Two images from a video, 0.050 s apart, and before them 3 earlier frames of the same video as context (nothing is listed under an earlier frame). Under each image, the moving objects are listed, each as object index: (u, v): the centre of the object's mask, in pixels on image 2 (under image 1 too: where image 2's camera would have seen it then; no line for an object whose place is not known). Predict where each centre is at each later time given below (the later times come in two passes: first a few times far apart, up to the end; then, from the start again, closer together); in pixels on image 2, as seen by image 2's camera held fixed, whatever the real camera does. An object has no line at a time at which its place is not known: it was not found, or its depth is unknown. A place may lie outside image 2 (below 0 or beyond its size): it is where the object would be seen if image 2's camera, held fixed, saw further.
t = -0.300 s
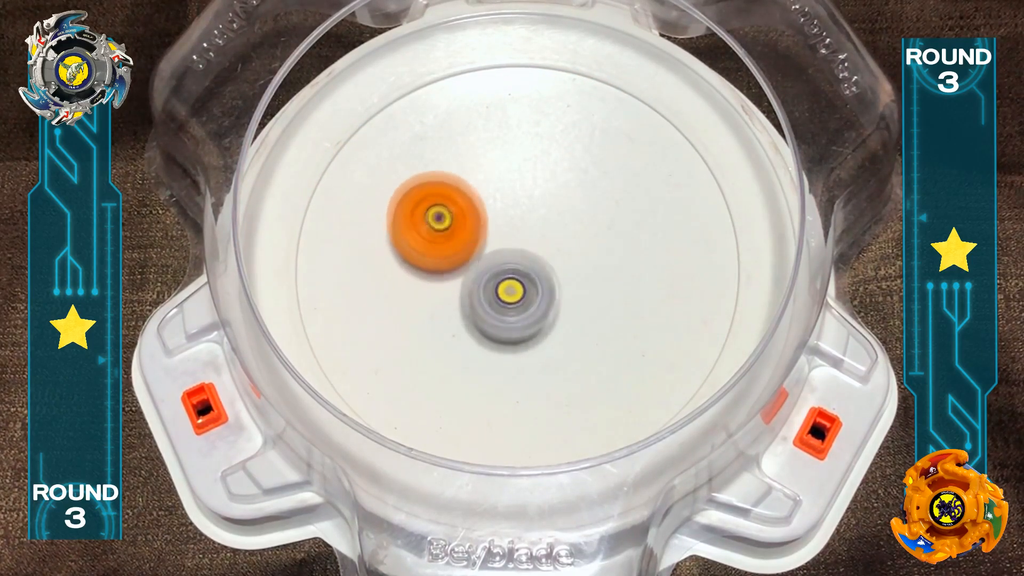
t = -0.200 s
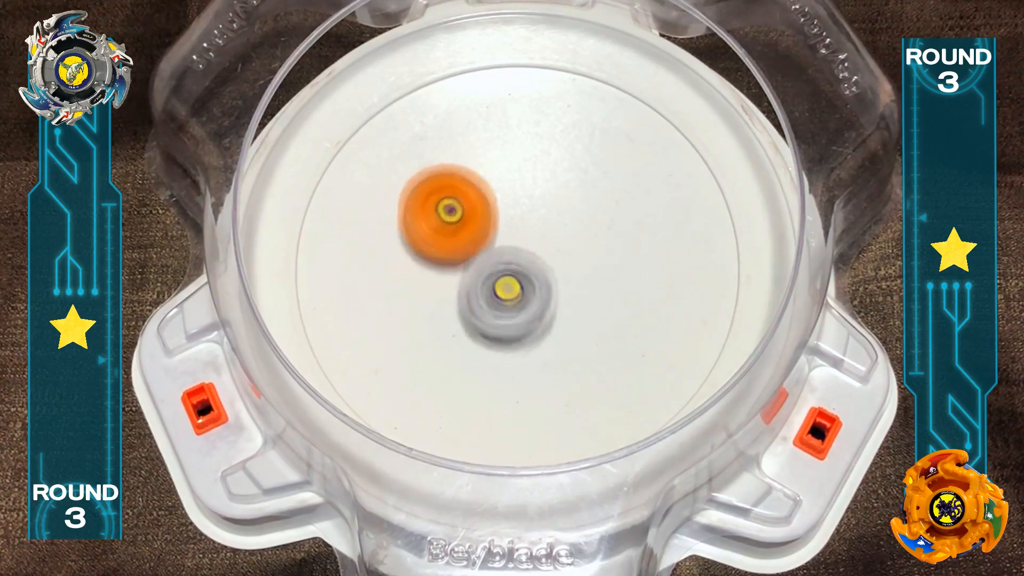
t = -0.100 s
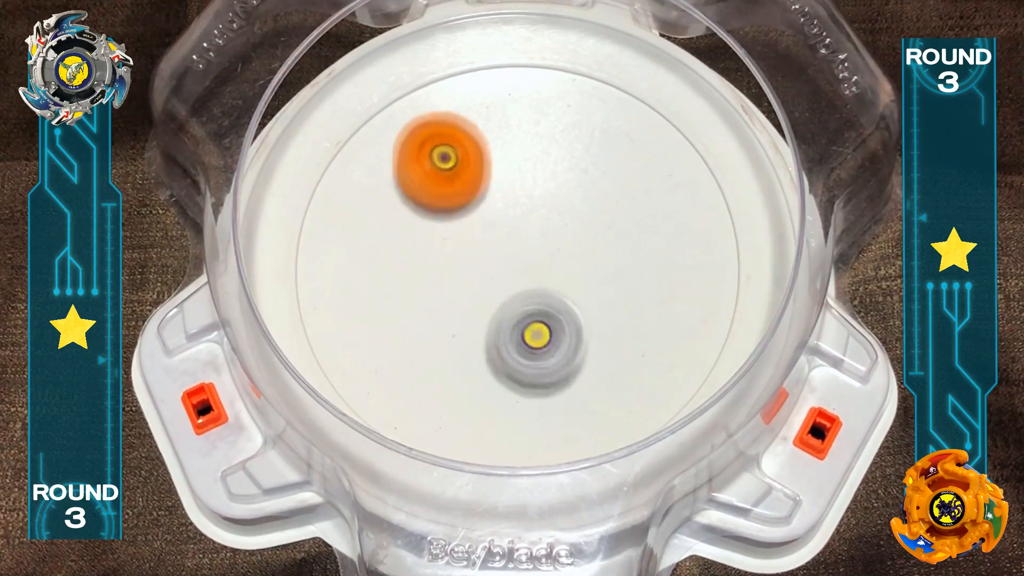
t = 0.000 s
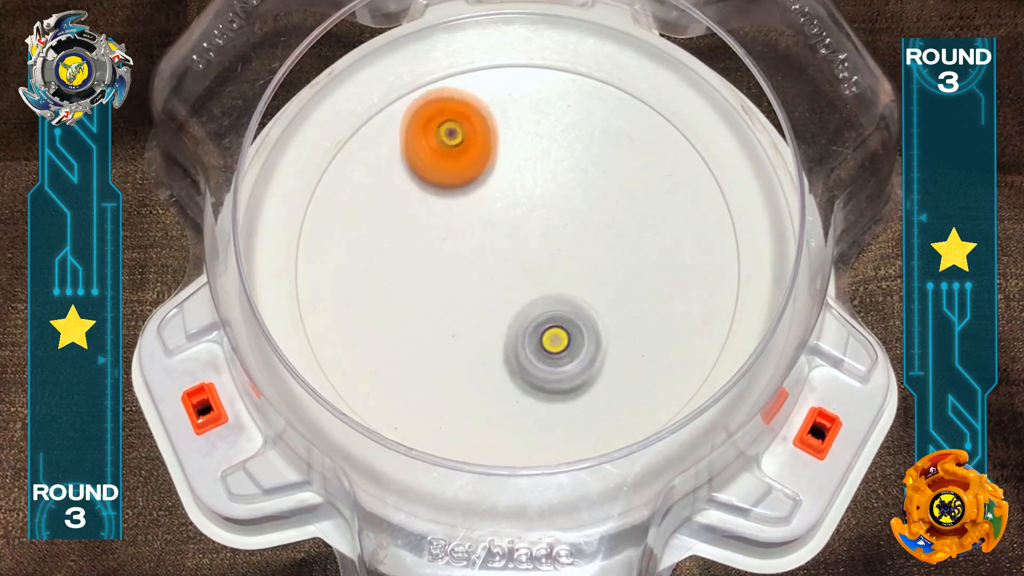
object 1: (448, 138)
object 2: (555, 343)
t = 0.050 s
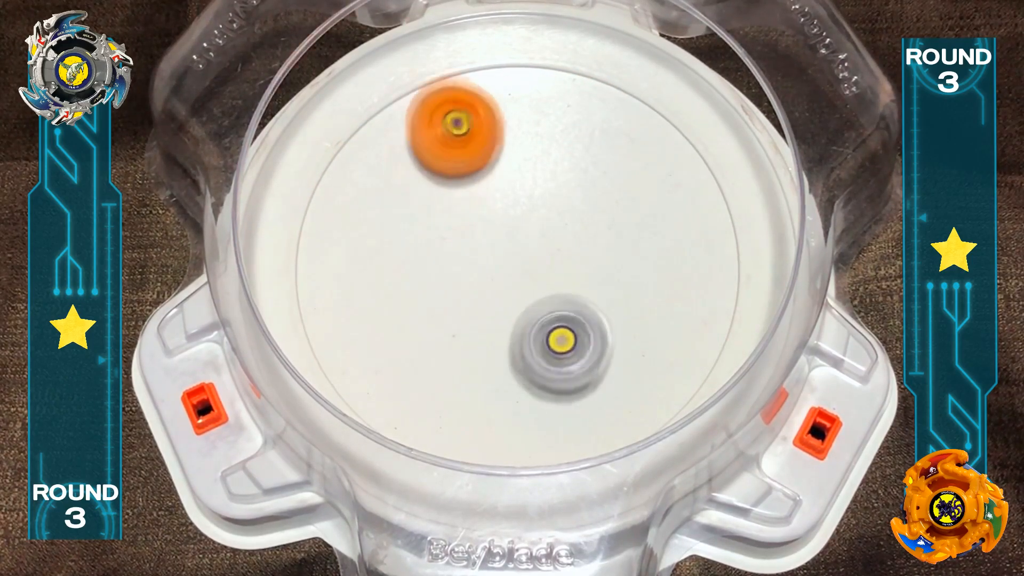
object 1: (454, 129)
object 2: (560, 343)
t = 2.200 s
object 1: (531, 360)
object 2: (539, 254)
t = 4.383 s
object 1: (638, 263)
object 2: (521, 278)
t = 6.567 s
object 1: (524, 115)
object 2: (406, 219)
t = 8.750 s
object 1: (511, 162)
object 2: (543, 285)
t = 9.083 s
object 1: (620, 247)
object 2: (449, 263)
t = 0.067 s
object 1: (457, 125)
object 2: (562, 343)
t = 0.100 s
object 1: (461, 118)
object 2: (565, 342)
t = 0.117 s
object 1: (464, 115)
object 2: (567, 341)
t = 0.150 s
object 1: (468, 109)
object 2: (570, 339)
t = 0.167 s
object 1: (471, 107)
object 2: (571, 337)
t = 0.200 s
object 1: (476, 102)
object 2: (574, 335)
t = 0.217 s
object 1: (479, 100)
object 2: (574, 333)
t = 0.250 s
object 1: (484, 96)
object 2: (576, 331)
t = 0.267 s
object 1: (487, 95)
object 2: (576, 329)
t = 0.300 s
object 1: (492, 92)
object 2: (577, 325)
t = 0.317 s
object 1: (495, 91)
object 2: (578, 323)
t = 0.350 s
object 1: (500, 89)
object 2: (578, 319)
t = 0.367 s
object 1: (503, 89)
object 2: (578, 316)
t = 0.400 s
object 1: (507, 89)
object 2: (577, 312)
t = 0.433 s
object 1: (512, 91)
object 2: (576, 307)
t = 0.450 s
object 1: (514, 92)
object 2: (576, 305)
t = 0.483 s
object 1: (519, 94)
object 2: (574, 300)
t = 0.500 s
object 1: (522, 95)
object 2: (573, 297)
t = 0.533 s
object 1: (527, 99)
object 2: (571, 291)
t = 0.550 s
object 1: (531, 100)
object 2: (570, 288)
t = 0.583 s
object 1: (536, 105)
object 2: (567, 282)
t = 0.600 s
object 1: (540, 107)
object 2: (566, 280)
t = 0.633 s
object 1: (545, 114)
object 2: (563, 274)
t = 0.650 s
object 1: (548, 116)
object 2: (562, 271)
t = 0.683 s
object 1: (553, 122)
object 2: (558, 266)
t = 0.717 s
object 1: (559, 129)
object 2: (555, 261)
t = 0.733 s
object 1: (561, 133)
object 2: (553, 258)
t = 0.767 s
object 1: (565, 141)
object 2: (550, 253)
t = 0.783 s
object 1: (568, 145)
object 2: (547, 250)
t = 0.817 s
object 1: (572, 154)
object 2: (544, 246)
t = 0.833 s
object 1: (575, 156)
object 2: (540, 245)
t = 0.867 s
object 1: (583, 156)
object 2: (533, 251)
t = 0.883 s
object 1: (585, 156)
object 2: (530, 254)
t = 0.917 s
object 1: (589, 160)
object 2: (525, 256)
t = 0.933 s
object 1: (590, 163)
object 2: (523, 256)
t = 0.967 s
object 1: (593, 169)
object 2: (520, 256)
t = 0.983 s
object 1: (594, 172)
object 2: (518, 256)
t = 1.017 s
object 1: (597, 180)
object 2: (515, 256)
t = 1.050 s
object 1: (600, 187)
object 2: (512, 256)
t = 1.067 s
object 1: (601, 190)
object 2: (511, 255)
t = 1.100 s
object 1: (604, 198)
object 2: (509, 255)
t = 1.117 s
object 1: (606, 202)
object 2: (507, 255)
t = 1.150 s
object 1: (608, 210)
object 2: (505, 255)
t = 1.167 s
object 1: (609, 214)
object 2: (503, 255)
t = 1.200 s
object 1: (611, 223)
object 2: (502, 255)
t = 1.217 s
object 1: (612, 227)
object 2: (501, 254)
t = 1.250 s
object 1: (613, 236)
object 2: (499, 254)
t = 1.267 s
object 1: (613, 240)
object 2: (498, 254)
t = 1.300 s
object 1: (614, 249)
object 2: (496, 254)
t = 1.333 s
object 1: (615, 257)
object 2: (495, 254)
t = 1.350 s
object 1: (616, 262)
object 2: (495, 254)
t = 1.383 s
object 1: (616, 270)
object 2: (494, 254)
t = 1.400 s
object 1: (616, 274)
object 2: (493, 254)
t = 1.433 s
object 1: (616, 282)
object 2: (492, 254)
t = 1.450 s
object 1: (616, 286)
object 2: (492, 254)
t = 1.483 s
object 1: (614, 294)
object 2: (492, 254)
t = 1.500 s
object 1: (614, 297)
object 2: (492, 254)
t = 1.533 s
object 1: (612, 305)
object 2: (493, 254)
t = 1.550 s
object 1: (611, 308)
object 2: (494, 254)
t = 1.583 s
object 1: (609, 316)
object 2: (495, 254)
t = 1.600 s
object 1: (607, 319)
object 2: (496, 254)
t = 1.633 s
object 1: (604, 325)
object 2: (497, 255)
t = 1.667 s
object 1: (601, 331)
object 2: (499, 255)
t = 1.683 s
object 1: (600, 334)
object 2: (501, 255)
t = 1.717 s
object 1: (597, 339)
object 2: (503, 255)
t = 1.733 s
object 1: (595, 341)
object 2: (504, 255)
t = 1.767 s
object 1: (592, 346)
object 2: (506, 255)
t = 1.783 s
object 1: (590, 347)
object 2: (508, 256)
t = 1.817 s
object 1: (586, 351)
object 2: (510, 256)
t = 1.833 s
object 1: (585, 353)
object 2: (511, 256)
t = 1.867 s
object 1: (580, 356)
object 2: (514, 256)
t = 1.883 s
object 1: (578, 357)
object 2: (515, 257)
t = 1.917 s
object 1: (574, 359)
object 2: (518, 257)
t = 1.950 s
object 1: (569, 360)
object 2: (521, 258)
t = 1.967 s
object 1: (567, 361)
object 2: (522, 258)
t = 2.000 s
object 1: (563, 362)
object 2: (525, 258)
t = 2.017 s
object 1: (560, 362)
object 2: (526, 259)
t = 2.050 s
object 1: (555, 362)
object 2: (529, 259)
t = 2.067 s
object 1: (553, 361)
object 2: (530, 259)
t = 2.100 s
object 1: (547, 360)
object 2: (532, 260)
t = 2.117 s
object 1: (544, 360)
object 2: (534, 261)
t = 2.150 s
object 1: (539, 360)
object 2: (536, 260)
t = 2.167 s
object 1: (536, 361)
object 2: (537, 257)
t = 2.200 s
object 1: (531, 360)
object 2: (539, 254)
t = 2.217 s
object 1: (528, 359)
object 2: (540, 254)
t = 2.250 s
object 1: (521, 357)
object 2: (541, 253)
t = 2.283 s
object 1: (515, 355)
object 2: (543, 252)
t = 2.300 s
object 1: (511, 353)
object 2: (543, 251)
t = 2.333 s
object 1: (505, 350)
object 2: (544, 251)
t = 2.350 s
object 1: (502, 347)
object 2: (545, 251)
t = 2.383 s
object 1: (495, 344)
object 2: (546, 251)
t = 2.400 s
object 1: (492, 341)
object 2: (546, 251)
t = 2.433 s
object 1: (485, 336)
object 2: (547, 250)
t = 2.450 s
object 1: (482, 334)
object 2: (548, 251)
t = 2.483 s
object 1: (475, 328)
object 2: (548, 250)
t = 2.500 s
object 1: (472, 325)
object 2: (549, 251)
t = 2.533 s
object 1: (466, 318)
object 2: (549, 251)
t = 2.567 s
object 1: (460, 312)
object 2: (549, 252)
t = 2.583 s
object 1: (457, 308)
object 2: (550, 252)
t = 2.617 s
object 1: (451, 301)
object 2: (550, 253)
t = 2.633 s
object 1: (448, 298)
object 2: (549, 254)
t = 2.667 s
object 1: (443, 291)
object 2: (549, 254)
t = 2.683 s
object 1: (441, 288)
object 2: (549, 255)
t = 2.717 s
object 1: (436, 281)
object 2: (549, 256)
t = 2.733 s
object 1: (434, 278)
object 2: (549, 256)
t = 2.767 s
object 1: (430, 272)
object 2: (548, 257)
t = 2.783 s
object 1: (428, 269)
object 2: (547, 258)
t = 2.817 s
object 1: (426, 263)
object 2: (546, 259)
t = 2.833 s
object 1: (425, 260)
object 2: (546, 259)
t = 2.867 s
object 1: (423, 255)
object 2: (545, 260)
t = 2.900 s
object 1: (421, 249)
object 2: (543, 261)
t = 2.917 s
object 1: (421, 247)
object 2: (543, 262)
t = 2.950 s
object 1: (420, 242)
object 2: (540, 263)
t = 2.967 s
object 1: (420, 239)
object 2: (541, 263)
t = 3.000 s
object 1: (420, 235)
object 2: (539, 264)
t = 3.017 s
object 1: (420, 233)
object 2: (538, 265)
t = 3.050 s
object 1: (421, 229)
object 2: (537, 265)
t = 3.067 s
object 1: (422, 227)
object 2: (536, 266)
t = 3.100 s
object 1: (423, 223)
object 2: (534, 267)
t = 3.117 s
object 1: (424, 221)
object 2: (533, 267)
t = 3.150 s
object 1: (426, 218)
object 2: (532, 268)
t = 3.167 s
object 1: (428, 217)
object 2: (530, 268)
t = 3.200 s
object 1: (431, 214)
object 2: (529, 269)
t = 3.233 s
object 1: (435, 212)
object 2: (527, 270)
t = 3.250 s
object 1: (436, 211)
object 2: (526, 270)
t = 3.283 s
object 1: (441, 208)
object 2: (525, 270)
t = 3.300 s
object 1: (444, 208)
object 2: (524, 271)
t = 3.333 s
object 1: (449, 206)
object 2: (523, 271)
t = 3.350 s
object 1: (451, 206)
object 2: (523, 272)
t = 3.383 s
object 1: (455, 200)
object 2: (526, 279)
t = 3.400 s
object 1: (458, 199)
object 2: (529, 282)
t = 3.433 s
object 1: (465, 198)
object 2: (532, 286)
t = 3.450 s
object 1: (468, 198)
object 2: (533, 286)
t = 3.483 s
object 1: (477, 197)
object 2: (534, 287)
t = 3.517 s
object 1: (485, 198)
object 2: (536, 289)
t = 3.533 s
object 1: (490, 198)
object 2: (537, 290)
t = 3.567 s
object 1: (499, 198)
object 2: (538, 291)
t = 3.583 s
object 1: (505, 198)
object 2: (538, 292)
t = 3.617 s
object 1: (514, 199)
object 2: (539, 292)
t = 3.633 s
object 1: (519, 199)
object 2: (539, 292)
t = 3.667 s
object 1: (529, 199)
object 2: (540, 293)
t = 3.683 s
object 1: (533, 200)
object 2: (541, 293)
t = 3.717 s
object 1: (544, 200)
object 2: (541, 292)
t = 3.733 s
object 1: (550, 201)
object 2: (541, 294)
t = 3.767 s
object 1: (559, 202)
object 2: (542, 295)
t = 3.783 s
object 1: (564, 203)
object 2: (542, 295)
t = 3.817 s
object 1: (574, 206)
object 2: (542, 297)
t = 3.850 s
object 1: (583, 209)
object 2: (542, 297)
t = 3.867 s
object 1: (588, 211)
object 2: (542, 298)
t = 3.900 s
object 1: (596, 213)
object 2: (540, 298)
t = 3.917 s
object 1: (601, 215)
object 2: (540, 299)
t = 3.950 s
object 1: (609, 217)
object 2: (540, 299)
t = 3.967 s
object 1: (612, 218)
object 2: (538, 299)
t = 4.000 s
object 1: (618, 221)
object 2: (538, 299)
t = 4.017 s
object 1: (622, 222)
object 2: (537, 299)
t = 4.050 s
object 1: (627, 225)
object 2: (535, 298)
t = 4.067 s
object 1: (629, 227)
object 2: (534, 298)
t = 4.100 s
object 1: (633, 230)
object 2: (533, 296)
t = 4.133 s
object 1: (636, 233)
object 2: (531, 295)
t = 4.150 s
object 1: (637, 236)
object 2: (530, 294)
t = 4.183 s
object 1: (640, 240)
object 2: (528, 292)
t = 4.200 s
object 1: (641, 241)
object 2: (527, 291)
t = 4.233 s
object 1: (642, 245)
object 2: (525, 289)
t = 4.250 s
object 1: (642, 247)
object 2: (525, 288)
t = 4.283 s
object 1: (642, 251)
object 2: (523, 285)
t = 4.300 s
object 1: (642, 253)
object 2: (523, 284)
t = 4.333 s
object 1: (641, 257)
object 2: (522, 282)
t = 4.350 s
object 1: (641, 259)
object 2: (522, 280)
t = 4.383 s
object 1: (638, 263)
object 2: (521, 278)
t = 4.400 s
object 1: (637, 265)
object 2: (520, 277)
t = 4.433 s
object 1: (634, 270)
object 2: (520, 274)
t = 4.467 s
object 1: (631, 275)
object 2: (519, 272)
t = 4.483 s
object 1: (628, 277)
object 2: (519, 270)
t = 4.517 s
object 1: (624, 282)
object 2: (519, 268)
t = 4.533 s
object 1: (622, 285)
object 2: (519, 266)
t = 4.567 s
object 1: (620, 290)
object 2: (516, 262)
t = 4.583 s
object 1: (618, 292)
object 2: (515, 261)
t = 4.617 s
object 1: (613, 296)
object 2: (515, 257)
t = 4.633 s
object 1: (611, 299)
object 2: (515, 256)
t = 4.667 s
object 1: (606, 303)
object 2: (515, 253)
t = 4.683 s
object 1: (605, 306)
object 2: (514, 251)
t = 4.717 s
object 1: (606, 314)
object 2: (509, 243)
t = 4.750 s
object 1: (604, 318)
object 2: (507, 239)
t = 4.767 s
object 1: (602, 320)
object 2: (507, 237)
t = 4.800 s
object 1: (597, 323)
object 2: (506, 235)
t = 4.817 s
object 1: (594, 325)
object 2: (507, 234)
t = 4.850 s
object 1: (589, 329)
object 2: (507, 233)
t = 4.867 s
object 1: (586, 330)
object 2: (507, 234)
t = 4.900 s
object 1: (580, 333)
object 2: (507, 234)
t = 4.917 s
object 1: (577, 334)
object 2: (506, 234)
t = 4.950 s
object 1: (571, 336)
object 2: (505, 235)
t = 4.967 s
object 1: (568, 337)
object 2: (505, 235)
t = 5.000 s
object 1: (561, 339)
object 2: (504, 236)
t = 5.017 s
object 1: (558, 339)
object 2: (504, 237)
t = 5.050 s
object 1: (551, 339)
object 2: (503, 237)
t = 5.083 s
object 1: (544, 340)
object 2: (503, 238)
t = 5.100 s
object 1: (541, 340)
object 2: (502, 238)
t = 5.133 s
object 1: (533, 339)
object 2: (502, 238)
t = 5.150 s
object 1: (530, 338)
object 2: (502, 238)
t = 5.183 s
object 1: (522, 336)
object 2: (501, 238)
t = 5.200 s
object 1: (518, 336)
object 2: (502, 238)
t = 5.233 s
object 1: (511, 341)
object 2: (503, 230)
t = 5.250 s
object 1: (507, 345)
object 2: (503, 222)
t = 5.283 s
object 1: (502, 347)
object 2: (505, 214)
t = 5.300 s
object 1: (500, 346)
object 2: (507, 213)
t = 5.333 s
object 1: (495, 344)
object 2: (508, 213)
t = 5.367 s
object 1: (490, 342)
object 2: (510, 213)
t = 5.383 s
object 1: (487, 341)
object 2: (512, 212)
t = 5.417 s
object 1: (482, 338)
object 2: (514, 213)
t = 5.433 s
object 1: (479, 336)
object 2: (516, 213)
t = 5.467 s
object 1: (475, 332)
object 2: (519, 214)
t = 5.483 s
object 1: (473, 330)
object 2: (520, 216)
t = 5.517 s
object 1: (469, 325)
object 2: (522, 217)
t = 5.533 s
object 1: (467, 322)
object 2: (524, 219)
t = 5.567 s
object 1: (463, 316)
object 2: (527, 223)
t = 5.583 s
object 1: (462, 314)
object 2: (528, 223)
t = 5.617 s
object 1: (459, 307)
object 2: (531, 226)
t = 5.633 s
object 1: (458, 304)
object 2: (531, 228)
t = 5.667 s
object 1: (455, 297)
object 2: (533, 232)
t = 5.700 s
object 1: (453, 291)
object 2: (536, 236)
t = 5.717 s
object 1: (436, 284)
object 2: (554, 246)
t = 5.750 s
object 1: (382, 263)
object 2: (607, 257)
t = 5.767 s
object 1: (358, 253)
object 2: (631, 266)
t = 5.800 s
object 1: (314, 233)
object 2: (675, 276)
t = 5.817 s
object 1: (303, 222)
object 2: (696, 282)
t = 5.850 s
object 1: (292, 210)
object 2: (728, 292)
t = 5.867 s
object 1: (288, 205)
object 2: (735, 294)
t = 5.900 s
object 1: (279, 194)
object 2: (748, 295)
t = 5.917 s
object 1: (279, 192)
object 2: (762, 301)
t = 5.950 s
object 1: (276, 185)
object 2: (755, 296)
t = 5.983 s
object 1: (269, 176)
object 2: (762, 307)
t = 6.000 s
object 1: (278, 178)
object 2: (761, 306)
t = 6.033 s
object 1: (283, 176)
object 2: (761, 308)
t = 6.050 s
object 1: (285, 176)
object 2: (759, 310)
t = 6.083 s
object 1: (291, 175)
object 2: (757, 313)
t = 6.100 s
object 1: (294, 175)
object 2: (751, 315)
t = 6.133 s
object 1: (304, 173)
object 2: (736, 316)
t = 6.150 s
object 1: (307, 172)
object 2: (731, 319)
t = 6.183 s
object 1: (318, 169)
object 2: (720, 324)
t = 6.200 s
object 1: (322, 166)
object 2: (709, 326)
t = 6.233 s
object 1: (334, 160)
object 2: (689, 324)
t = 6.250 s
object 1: (341, 159)
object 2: (675, 324)
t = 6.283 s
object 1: (357, 158)
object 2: (647, 319)
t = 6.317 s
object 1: (374, 154)
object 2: (619, 314)
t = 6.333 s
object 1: (382, 151)
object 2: (599, 310)
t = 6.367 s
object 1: (402, 145)
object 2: (568, 300)
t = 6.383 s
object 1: (412, 141)
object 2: (549, 295)
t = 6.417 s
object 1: (431, 135)
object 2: (519, 283)
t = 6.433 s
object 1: (442, 133)
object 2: (501, 276)
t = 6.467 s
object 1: (463, 127)
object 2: (473, 262)
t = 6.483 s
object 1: (473, 124)
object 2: (459, 256)
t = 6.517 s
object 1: (494, 119)
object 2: (434, 240)
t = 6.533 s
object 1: (504, 118)
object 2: (423, 235)
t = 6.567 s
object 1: (524, 115)
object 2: (406, 219)
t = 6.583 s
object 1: (535, 115)
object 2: (398, 214)
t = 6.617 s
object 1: (555, 112)
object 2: (388, 200)
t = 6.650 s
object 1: (575, 112)
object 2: (382, 191)
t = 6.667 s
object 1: (584, 112)
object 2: (380, 186)
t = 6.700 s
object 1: (603, 113)
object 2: (380, 179)
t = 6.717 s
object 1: (612, 114)
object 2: (378, 177)
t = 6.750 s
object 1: (630, 117)
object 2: (379, 173)
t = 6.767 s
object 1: (639, 119)
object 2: (381, 173)
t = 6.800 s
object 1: (656, 123)
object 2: (382, 170)
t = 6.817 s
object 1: (659, 129)
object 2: (383, 169)
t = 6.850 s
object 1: (664, 140)
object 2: (387, 168)
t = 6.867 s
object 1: (666, 147)
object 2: (390, 168)
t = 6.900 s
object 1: (670, 159)
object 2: (397, 166)
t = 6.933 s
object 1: (675, 172)
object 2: (408, 166)
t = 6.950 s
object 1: (677, 178)
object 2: (414, 168)
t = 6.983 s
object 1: (681, 191)
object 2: (428, 170)
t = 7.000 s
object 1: (683, 199)
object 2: (438, 173)
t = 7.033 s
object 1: (689, 213)
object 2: (453, 181)
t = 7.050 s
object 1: (692, 220)
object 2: (463, 185)
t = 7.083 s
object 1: (696, 236)
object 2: (483, 198)
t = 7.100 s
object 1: (698, 244)
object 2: (492, 204)
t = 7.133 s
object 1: (701, 259)
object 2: (511, 219)
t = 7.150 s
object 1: (701, 268)
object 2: (519, 228)
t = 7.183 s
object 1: (702, 281)
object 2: (538, 247)
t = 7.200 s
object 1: (701, 289)
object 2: (546, 256)
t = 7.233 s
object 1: (697, 304)
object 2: (562, 274)
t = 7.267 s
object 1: (694, 318)
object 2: (574, 292)
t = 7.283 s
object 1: (691, 325)
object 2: (579, 301)
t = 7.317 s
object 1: (683, 339)
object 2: (588, 317)
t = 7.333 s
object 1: (680, 346)
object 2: (588, 324)
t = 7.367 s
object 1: (684, 367)
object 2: (573, 320)
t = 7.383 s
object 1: (683, 376)
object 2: (564, 318)
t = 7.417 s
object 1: (684, 403)
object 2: (547, 311)
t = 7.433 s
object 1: (679, 411)
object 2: (538, 306)
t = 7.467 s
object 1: (671, 425)
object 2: (527, 300)
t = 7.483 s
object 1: (666, 432)
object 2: (524, 296)
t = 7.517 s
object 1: (657, 441)
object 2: (524, 289)
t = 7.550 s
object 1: (650, 448)
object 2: (531, 288)
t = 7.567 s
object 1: (643, 452)
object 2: (535, 290)
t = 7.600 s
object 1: (634, 458)
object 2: (540, 291)
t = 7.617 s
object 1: (626, 463)
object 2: (542, 292)
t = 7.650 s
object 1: (612, 468)
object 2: (546, 293)
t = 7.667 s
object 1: (603, 470)
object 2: (547, 293)
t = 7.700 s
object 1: (585, 472)
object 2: (547, 293)
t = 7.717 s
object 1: (578, 472)
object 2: (544, 294)
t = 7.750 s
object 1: (558, 472)
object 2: (544, 294)
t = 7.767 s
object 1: (551, 465)
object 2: (545, 292)
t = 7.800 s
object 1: (532, 462)
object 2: (546, 290)
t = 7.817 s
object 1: (526, 456)
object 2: (546, 289)
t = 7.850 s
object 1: (510, 446)
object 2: (546, 286)
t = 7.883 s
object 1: (495, 431)
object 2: (544, 282)
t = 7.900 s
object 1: (493, 424)
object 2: (546, 280)
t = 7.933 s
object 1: (482, 409)
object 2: (550, 277)
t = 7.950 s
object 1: (478, 398)
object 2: (552, 276)
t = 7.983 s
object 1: (470, 379)
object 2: (553, 272)
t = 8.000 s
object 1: (467, 366)
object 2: (553, 270)
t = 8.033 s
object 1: (457, 342)
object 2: (558, 268)
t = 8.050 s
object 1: (455, 329)
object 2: (559, 267)
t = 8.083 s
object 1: (449, 303)
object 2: (560, 268)
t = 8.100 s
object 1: (449, 292)
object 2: (560, 268)
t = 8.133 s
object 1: (444, 267)
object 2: (561, 266)
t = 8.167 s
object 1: (444, 249)
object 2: (561, 267)
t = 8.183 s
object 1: (444, 239)
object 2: (559, 267)
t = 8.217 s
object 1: (445, 225)
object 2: (555, 267)
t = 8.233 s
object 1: (445, 215)
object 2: (555, 266)
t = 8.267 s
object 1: (447, 207)
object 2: (554, 264)
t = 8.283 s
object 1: (451, 204)
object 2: (553, 262)
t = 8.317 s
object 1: (454, 200)
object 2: (555, 259)
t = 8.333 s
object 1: (456, 196)
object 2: (556, 257)
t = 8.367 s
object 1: (459, 197)
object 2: (557, 256)
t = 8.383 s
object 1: (459, 196)
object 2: (557, 256)
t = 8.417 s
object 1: (459, 199)
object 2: (556, 255)
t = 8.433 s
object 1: (460, 200)
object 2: (556, 254)
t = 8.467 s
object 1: (462, 200)
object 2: (556, 256)
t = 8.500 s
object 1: (467, 198)
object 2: (553, 257)
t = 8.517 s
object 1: (470, 197)
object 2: (553, 257)
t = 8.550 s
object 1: (476, 195)
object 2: (550, 256)
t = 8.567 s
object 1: (478, 193)
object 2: (550, 259)
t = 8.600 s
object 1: (483, 190)
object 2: (549, 264)
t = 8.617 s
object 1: (487, 190)
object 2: (546, 263)
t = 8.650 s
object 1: (490, 178)
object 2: (548, 273)
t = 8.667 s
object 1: (493, 172)
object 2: (549, 276)
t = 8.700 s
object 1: (499, 165)
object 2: (547, 283)
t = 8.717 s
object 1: (504, 164)
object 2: (546, 285)
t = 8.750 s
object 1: (511, 162)
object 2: (543, 285)
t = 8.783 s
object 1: (515, 162)
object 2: (539, 283)
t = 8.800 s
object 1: (518, 162)
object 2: (538, 283)
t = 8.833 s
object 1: (522, 163)
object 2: (536, 281)
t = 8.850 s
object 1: (524, 166)
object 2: (532, 281)
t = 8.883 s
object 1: (529, 170)
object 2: (528, 280)
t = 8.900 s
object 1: (532, 174)
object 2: (527, 278)
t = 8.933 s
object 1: (536, 182)
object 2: (525, 276)
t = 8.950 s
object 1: (537, 188)
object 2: (524, 273)
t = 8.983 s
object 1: (553, 199)
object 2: (508, 268)
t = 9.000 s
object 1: (565, 209)
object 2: (496, 266)
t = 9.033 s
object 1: (587, 230)
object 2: (475, 262)
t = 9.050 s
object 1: (599, 236)
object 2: (466, 261)
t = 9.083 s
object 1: (620, 247)
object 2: (449, 263)
